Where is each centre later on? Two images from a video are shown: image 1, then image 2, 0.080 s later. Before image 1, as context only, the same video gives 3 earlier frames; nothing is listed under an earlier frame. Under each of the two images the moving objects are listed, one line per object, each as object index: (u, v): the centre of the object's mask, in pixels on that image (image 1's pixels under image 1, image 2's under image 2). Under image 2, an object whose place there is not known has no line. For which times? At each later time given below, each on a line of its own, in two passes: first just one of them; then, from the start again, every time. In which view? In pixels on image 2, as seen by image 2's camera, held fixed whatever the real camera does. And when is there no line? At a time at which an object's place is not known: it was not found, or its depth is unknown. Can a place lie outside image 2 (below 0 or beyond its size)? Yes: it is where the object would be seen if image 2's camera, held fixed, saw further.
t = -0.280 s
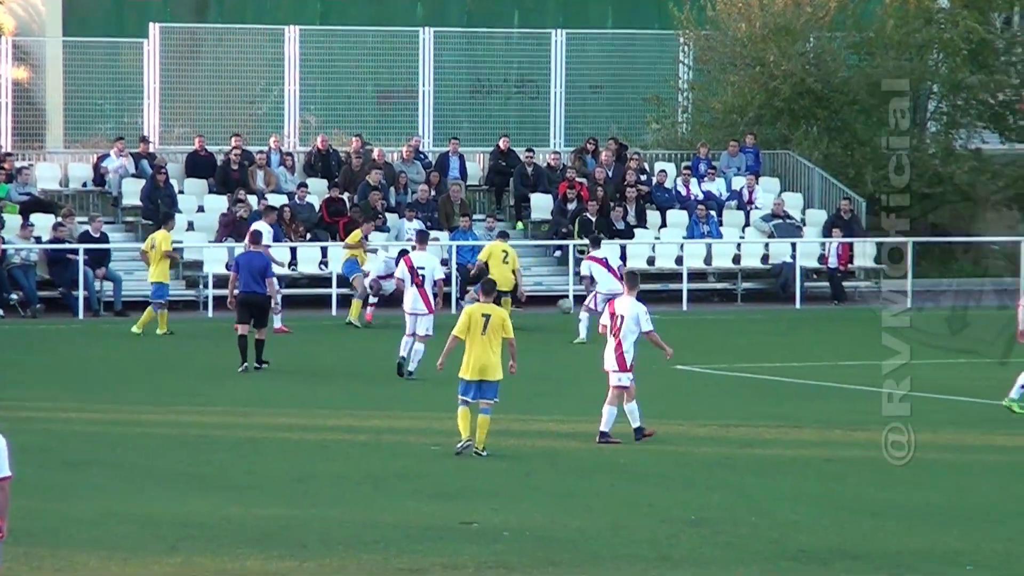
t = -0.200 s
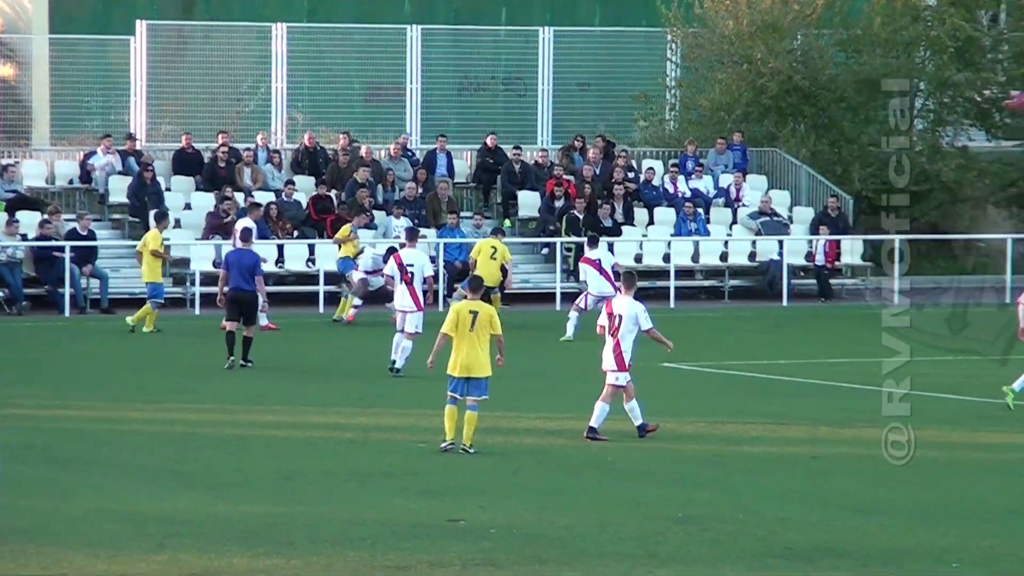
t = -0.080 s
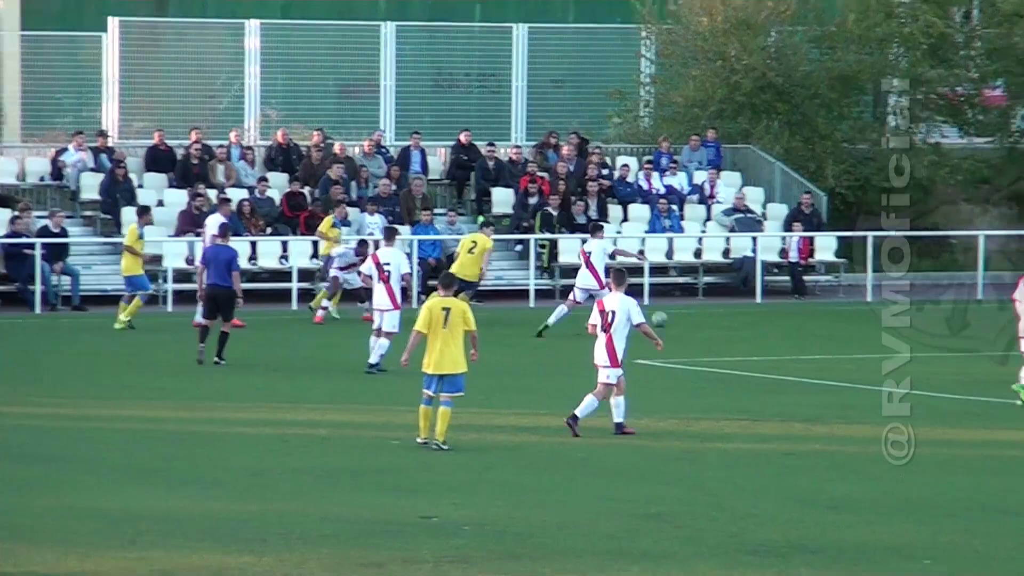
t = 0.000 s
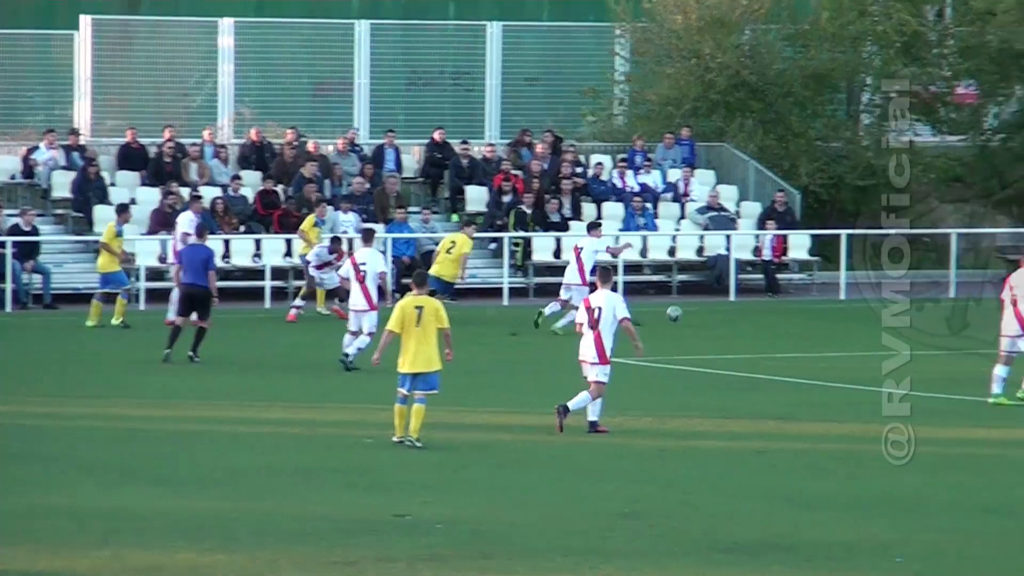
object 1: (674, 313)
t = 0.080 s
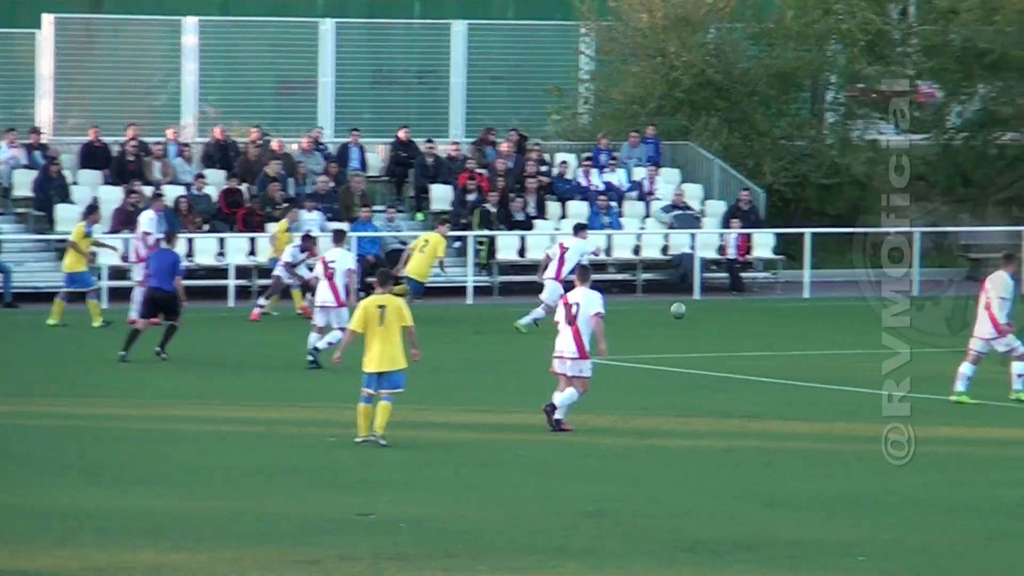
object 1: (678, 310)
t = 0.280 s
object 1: (769, 311)
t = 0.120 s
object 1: (697, 310)
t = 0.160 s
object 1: (717, 311)
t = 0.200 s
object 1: (736, 314)
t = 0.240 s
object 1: (755, 316)
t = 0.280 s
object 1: (769, 311)
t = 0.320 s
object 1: (783, 308)
